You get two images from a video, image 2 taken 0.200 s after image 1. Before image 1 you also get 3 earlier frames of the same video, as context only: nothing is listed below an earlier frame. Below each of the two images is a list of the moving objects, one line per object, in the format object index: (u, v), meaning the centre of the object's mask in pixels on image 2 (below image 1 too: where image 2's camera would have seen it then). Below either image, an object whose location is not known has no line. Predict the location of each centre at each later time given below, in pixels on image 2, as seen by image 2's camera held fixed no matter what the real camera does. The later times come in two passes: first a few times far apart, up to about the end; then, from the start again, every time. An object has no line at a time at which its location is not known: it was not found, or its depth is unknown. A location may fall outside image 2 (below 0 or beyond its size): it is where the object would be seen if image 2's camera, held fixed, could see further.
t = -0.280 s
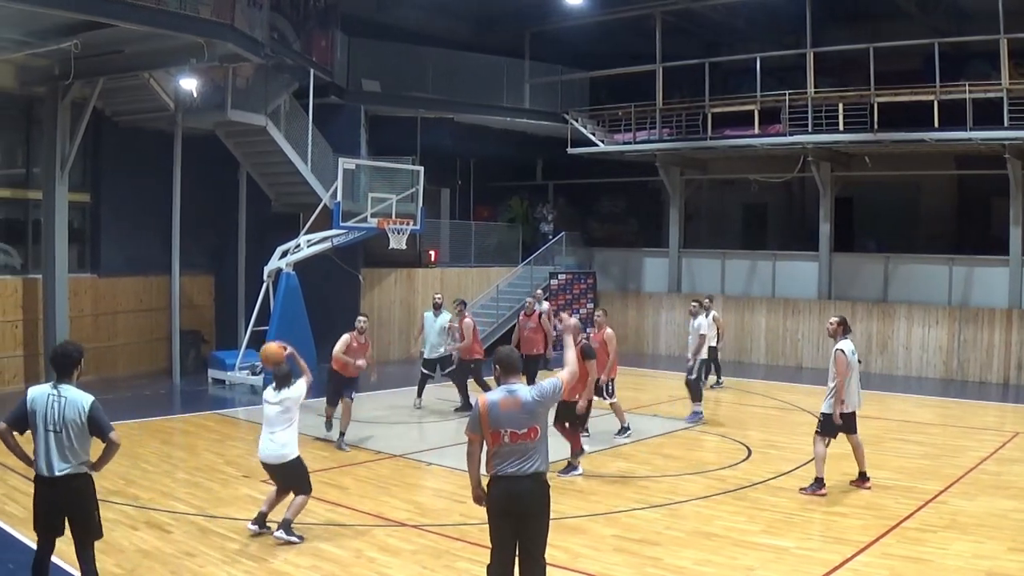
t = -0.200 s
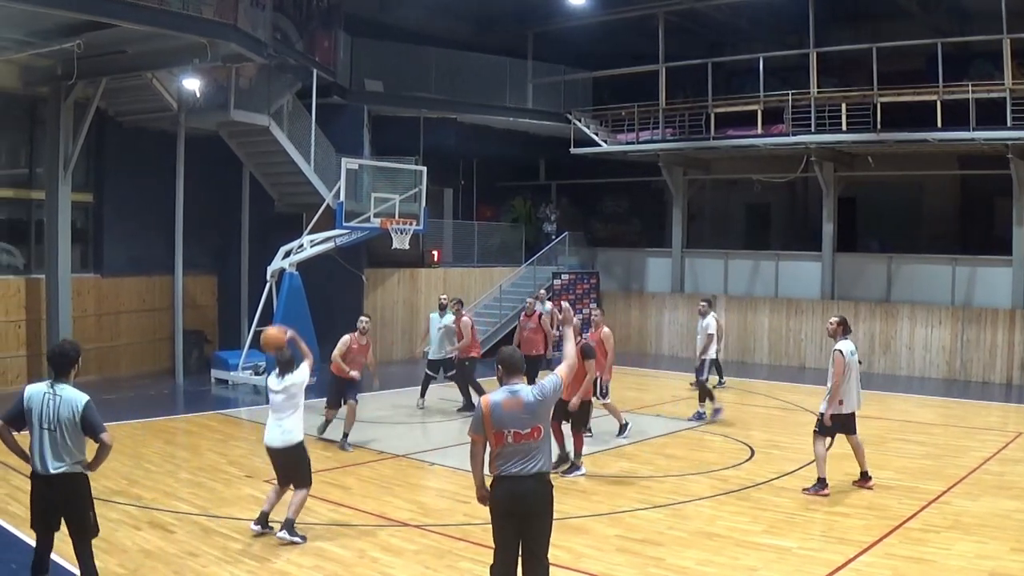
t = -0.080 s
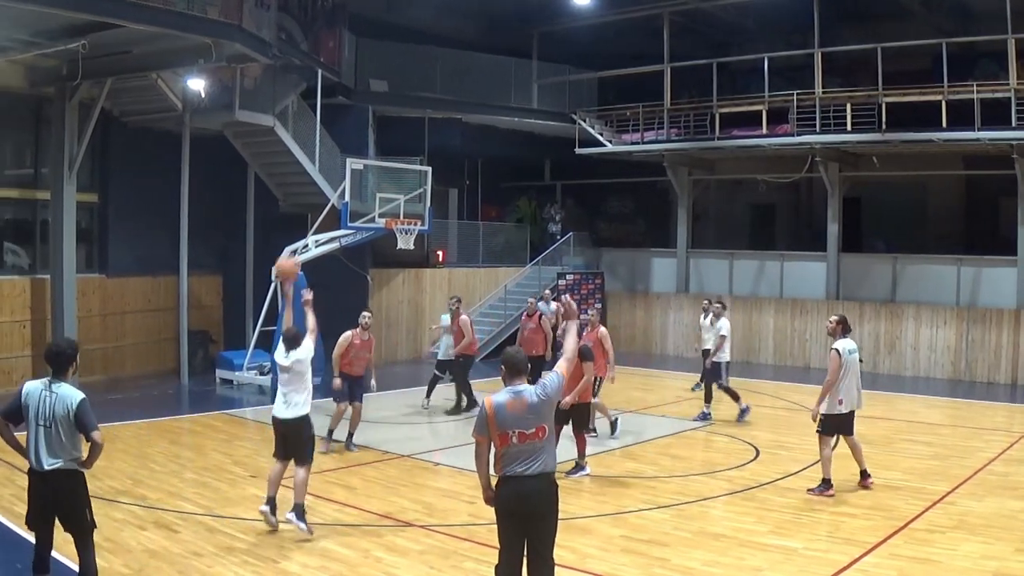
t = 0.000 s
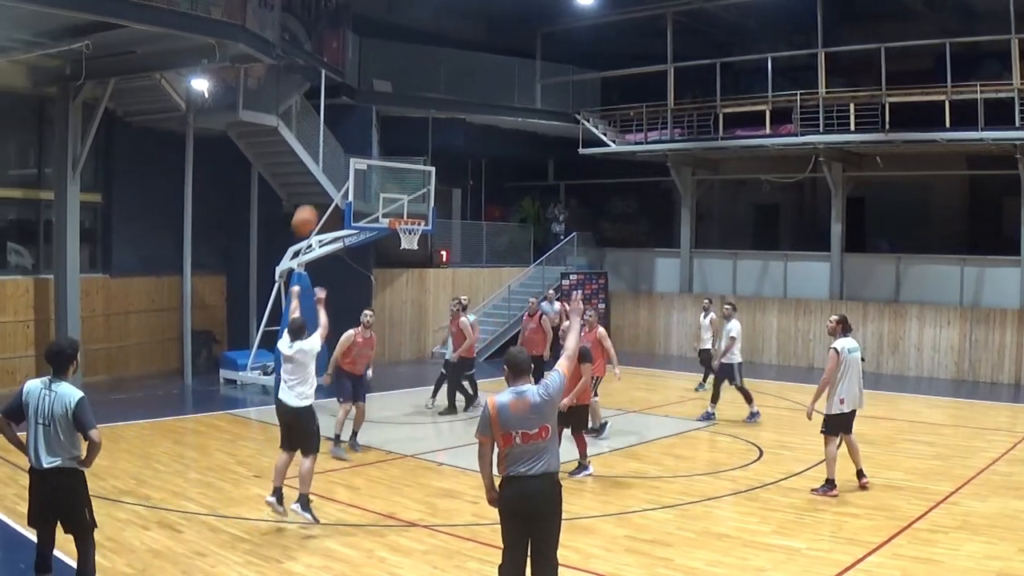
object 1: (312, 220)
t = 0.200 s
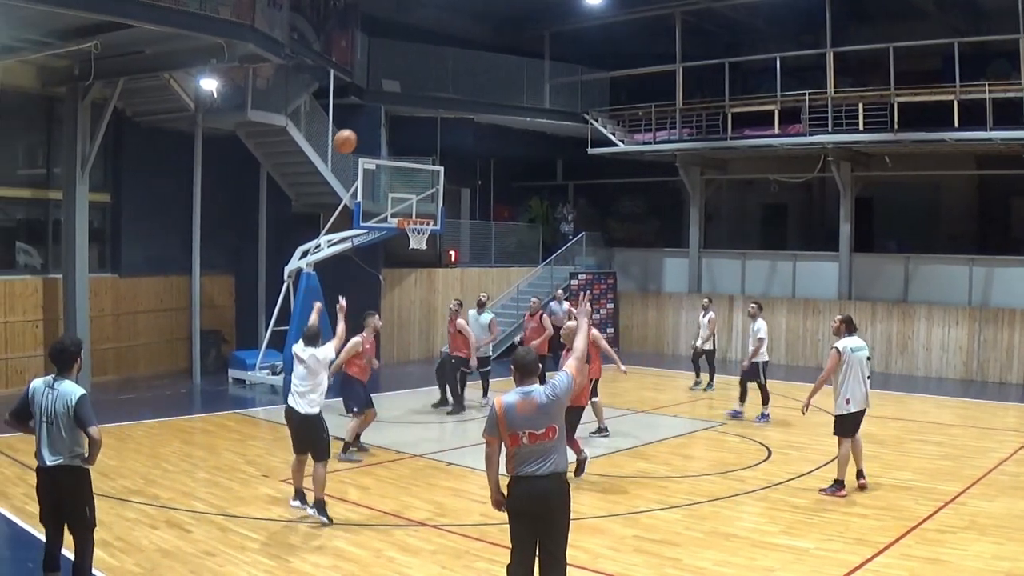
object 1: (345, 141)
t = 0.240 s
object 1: (351, 131)
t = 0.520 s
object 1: (386, 110)
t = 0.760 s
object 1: (411, 136)
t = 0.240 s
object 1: (351, 131)
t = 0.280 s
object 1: (356, 124)
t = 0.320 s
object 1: (362, 118)
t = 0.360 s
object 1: (367, 113)
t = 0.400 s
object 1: (372, 111)
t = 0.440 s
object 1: (377, 109)
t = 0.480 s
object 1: (381, 109)
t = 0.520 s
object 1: (386, 110)
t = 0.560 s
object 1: (390, 112)
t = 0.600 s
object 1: (394, 115)
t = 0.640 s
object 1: (398, 119)
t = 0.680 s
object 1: (403, 124)
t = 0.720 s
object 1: (407, 129)
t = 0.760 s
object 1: (411, 136)
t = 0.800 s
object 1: (414, 144)
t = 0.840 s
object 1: (417, 152)
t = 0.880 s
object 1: (420, 161)
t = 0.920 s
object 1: (424, 172)
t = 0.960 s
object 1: (427, 181)
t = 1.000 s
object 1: (430, 193)
